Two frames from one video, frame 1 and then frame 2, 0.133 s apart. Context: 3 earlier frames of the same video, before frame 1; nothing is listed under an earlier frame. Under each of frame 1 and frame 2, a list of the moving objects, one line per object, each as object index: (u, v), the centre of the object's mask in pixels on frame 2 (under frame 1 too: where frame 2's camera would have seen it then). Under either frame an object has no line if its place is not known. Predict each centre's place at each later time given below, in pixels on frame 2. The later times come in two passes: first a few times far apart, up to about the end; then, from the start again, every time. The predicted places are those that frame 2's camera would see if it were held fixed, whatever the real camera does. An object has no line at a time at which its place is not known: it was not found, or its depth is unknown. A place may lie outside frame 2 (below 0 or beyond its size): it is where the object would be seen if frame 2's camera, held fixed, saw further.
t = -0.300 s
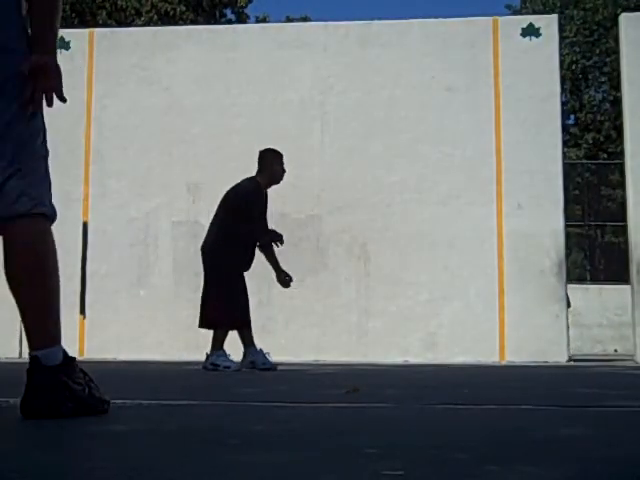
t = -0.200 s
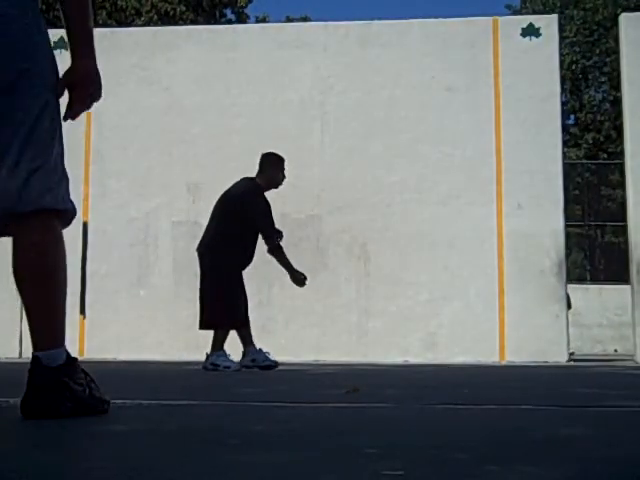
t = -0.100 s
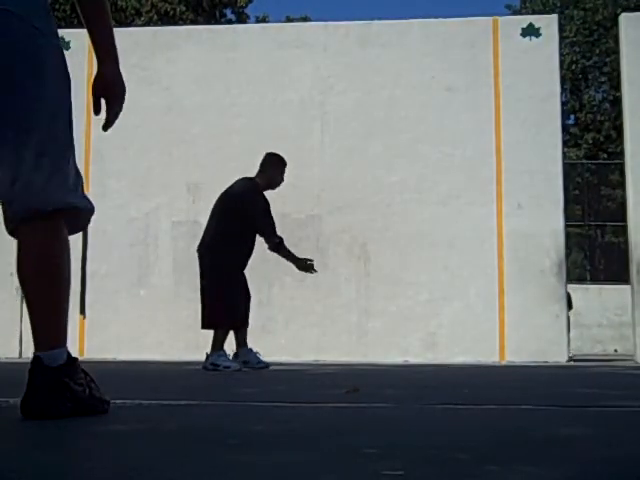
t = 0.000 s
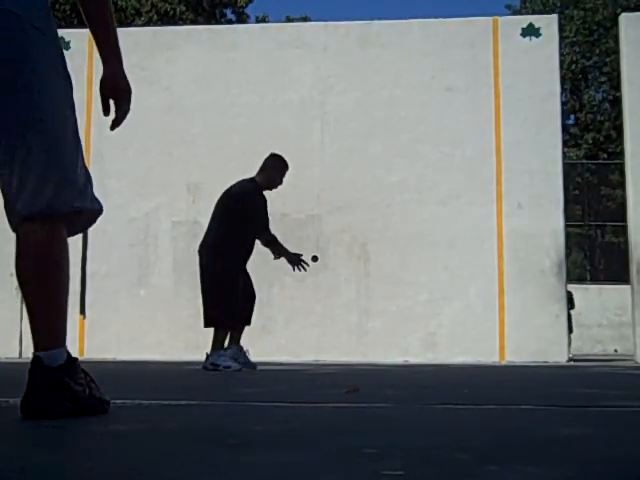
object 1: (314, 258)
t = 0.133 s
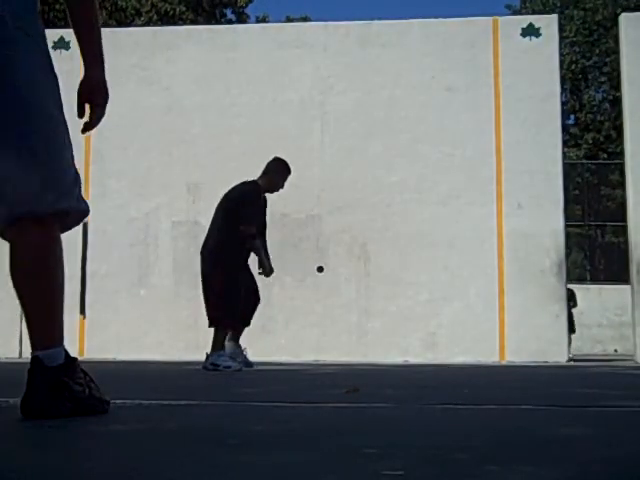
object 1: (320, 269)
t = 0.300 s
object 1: (326, 314)
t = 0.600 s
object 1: (335, 307)
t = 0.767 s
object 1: (338, 287)
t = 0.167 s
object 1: (321, 275)
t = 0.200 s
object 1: (322, 283)
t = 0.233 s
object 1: (324, 292)
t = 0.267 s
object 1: (325, 302)
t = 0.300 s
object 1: (326, 314)
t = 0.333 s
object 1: (328, 327)
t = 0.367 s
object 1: (329, 341)
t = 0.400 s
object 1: (330, 357)
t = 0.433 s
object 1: (332, 361)
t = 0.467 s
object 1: (332, 347)
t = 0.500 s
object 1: (333, 335)
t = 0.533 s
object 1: (334, 324)
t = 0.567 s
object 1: (334, 315)
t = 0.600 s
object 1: (335, 307)
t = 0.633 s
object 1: (336, 300)
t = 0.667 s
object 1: (336, 295)
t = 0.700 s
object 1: (337, 291)
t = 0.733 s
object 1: (337, 288)
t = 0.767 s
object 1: (338, 287)
